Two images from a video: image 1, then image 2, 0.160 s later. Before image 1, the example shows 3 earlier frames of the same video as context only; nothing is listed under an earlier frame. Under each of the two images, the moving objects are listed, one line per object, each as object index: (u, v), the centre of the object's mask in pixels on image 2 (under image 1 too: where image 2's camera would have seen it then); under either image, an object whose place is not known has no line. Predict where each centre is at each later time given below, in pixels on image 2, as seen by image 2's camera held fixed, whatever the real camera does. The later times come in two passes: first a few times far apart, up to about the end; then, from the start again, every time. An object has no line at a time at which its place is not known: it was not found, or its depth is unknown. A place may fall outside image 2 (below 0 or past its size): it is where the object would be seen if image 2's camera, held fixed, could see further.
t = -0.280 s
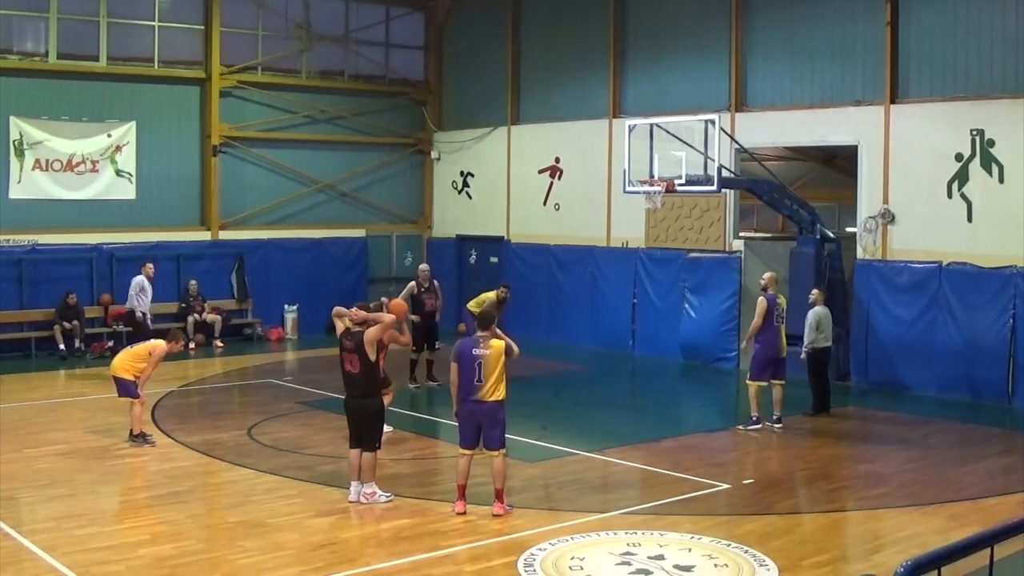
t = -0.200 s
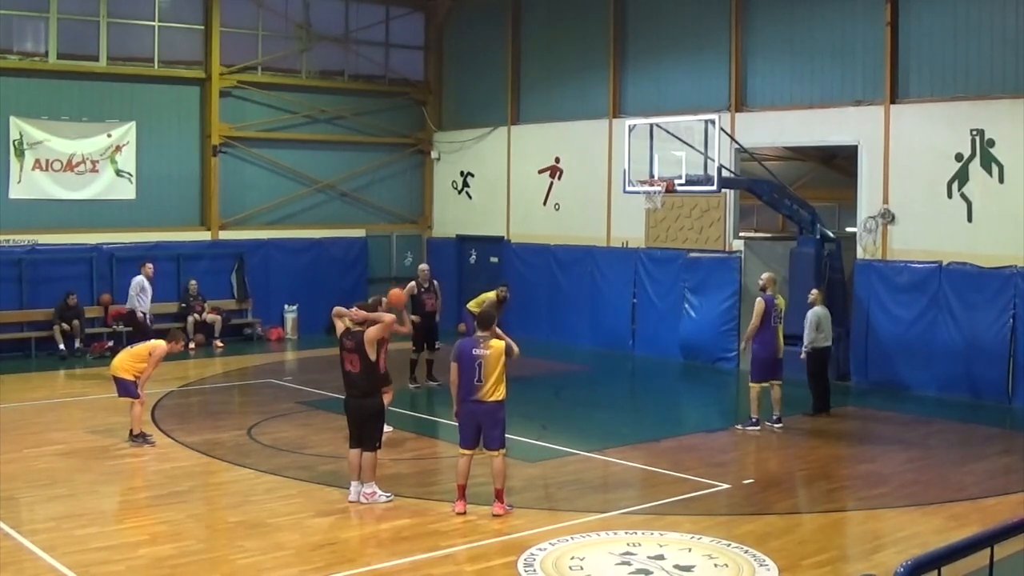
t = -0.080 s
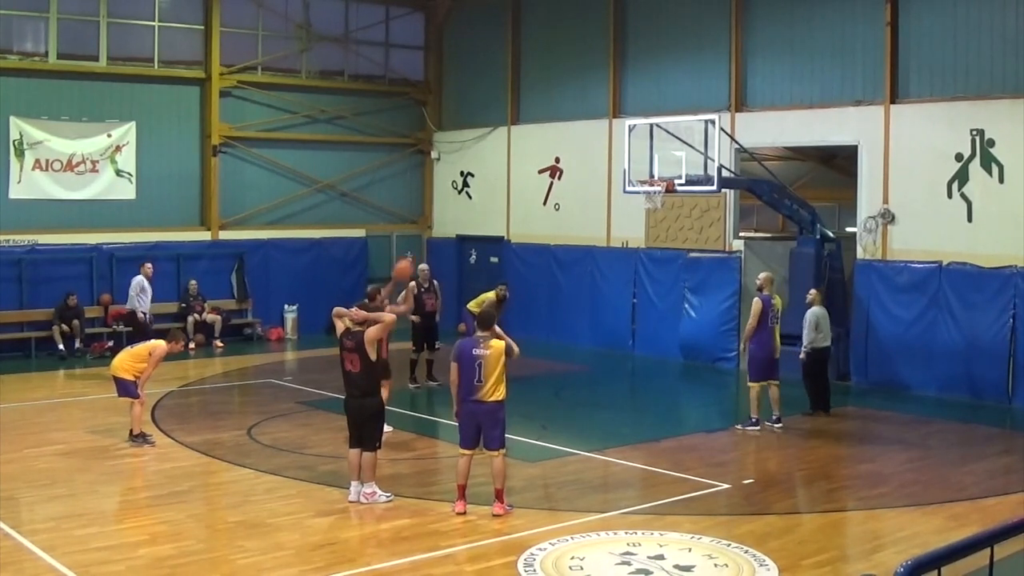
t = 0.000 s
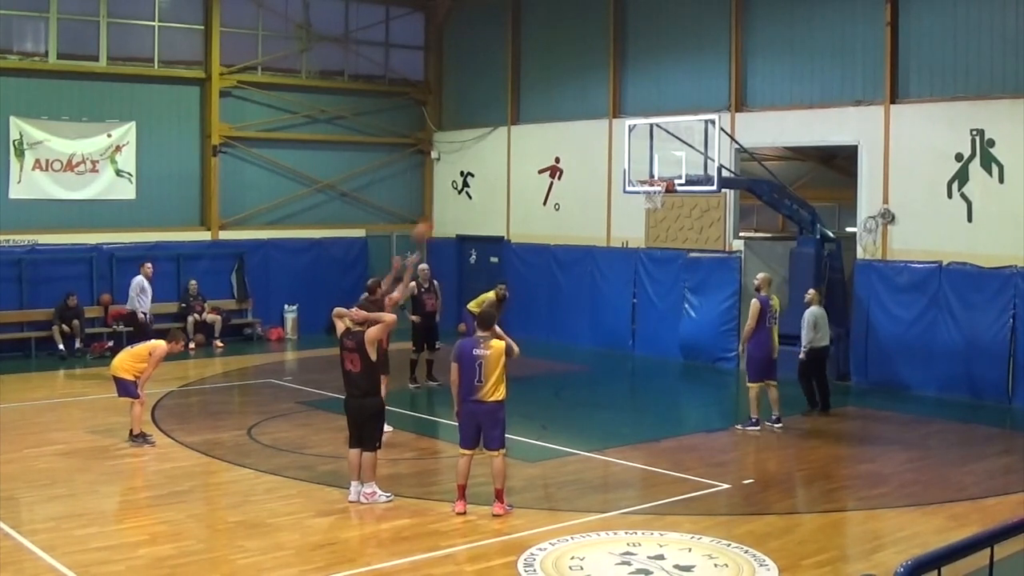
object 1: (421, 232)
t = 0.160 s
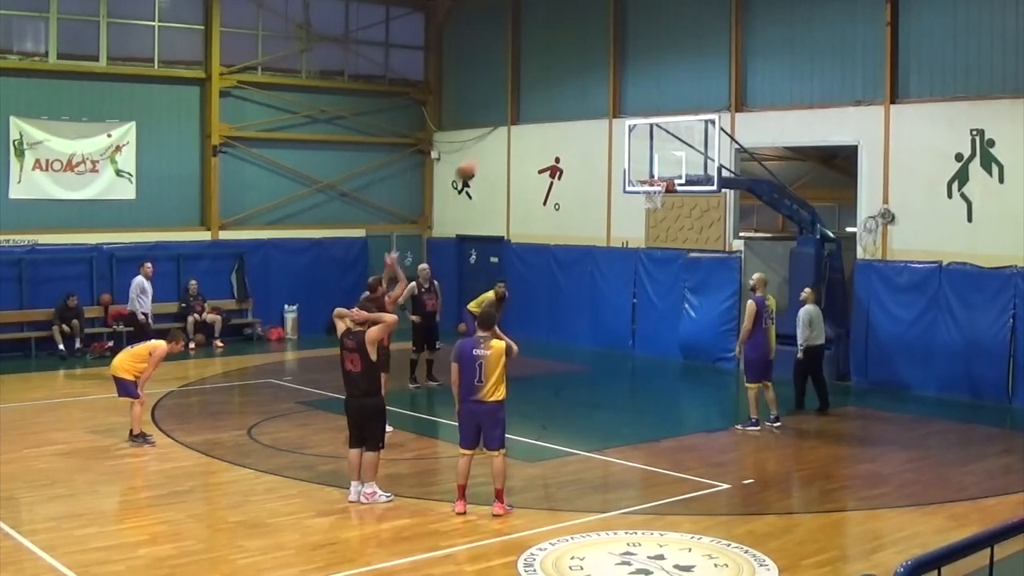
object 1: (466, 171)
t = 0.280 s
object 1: (497, 140)
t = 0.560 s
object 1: (564, 112)
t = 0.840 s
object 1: (621, 142)
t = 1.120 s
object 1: (654, 210)
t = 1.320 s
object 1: (648, 253)
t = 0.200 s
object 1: (476, 160)
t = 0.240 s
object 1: (487, 149)
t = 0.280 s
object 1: (497, 140)
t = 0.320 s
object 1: (507, 132)
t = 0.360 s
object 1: (517, 125)
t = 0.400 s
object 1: (526, 121)
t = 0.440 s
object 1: (536, 117)
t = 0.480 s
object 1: (546, 114)
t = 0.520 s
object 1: (555, 112)
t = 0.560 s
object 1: (564, 112)
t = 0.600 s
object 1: (573, 113)
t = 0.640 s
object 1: (581, 115)
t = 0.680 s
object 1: (589, 118)
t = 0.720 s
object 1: (597, 123)
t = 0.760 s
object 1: (606, 128)
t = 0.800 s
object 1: (614, 135)
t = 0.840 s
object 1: (621, 142)
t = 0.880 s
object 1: (630, 150)
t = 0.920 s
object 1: (637, 160)
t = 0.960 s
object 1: (645, 171)
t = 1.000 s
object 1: (652, 181)
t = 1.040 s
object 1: (655, 189)
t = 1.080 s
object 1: (655, 199)
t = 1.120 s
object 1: (654, 210)
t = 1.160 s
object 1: (652, 213)
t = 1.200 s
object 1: (651, 222)
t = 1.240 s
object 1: (650, 230)
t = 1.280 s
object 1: (649, 241)
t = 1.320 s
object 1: (648, 253)
